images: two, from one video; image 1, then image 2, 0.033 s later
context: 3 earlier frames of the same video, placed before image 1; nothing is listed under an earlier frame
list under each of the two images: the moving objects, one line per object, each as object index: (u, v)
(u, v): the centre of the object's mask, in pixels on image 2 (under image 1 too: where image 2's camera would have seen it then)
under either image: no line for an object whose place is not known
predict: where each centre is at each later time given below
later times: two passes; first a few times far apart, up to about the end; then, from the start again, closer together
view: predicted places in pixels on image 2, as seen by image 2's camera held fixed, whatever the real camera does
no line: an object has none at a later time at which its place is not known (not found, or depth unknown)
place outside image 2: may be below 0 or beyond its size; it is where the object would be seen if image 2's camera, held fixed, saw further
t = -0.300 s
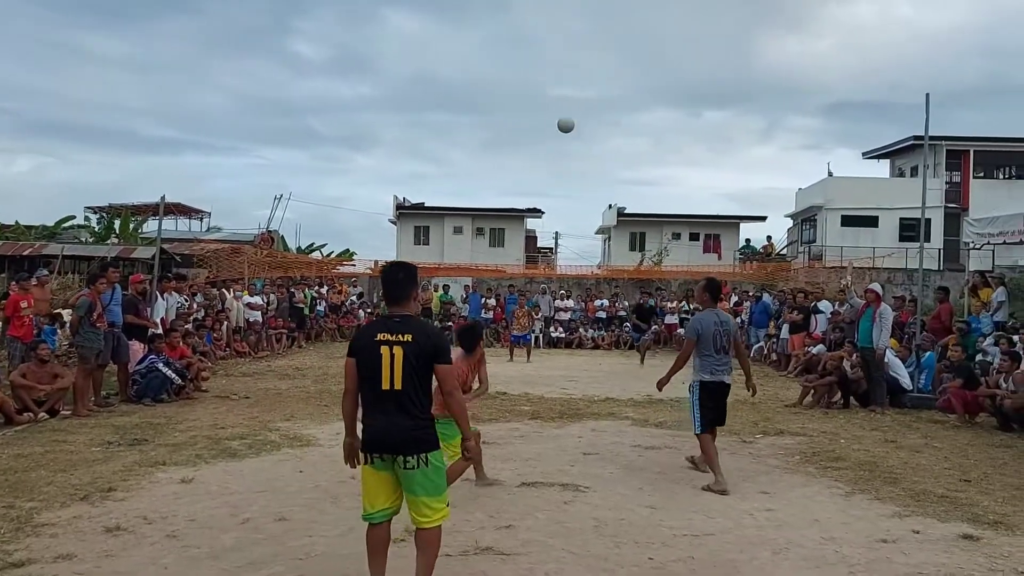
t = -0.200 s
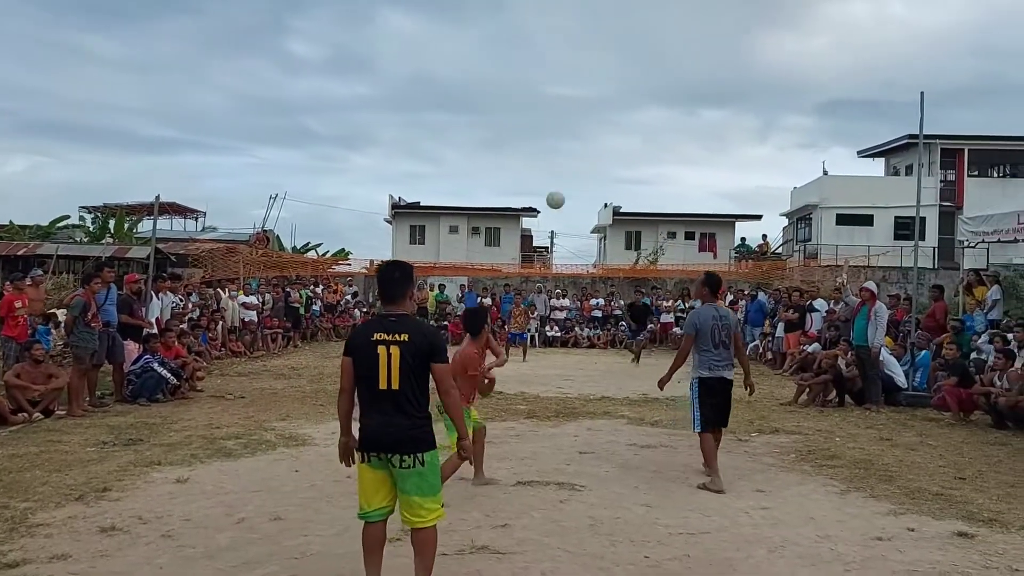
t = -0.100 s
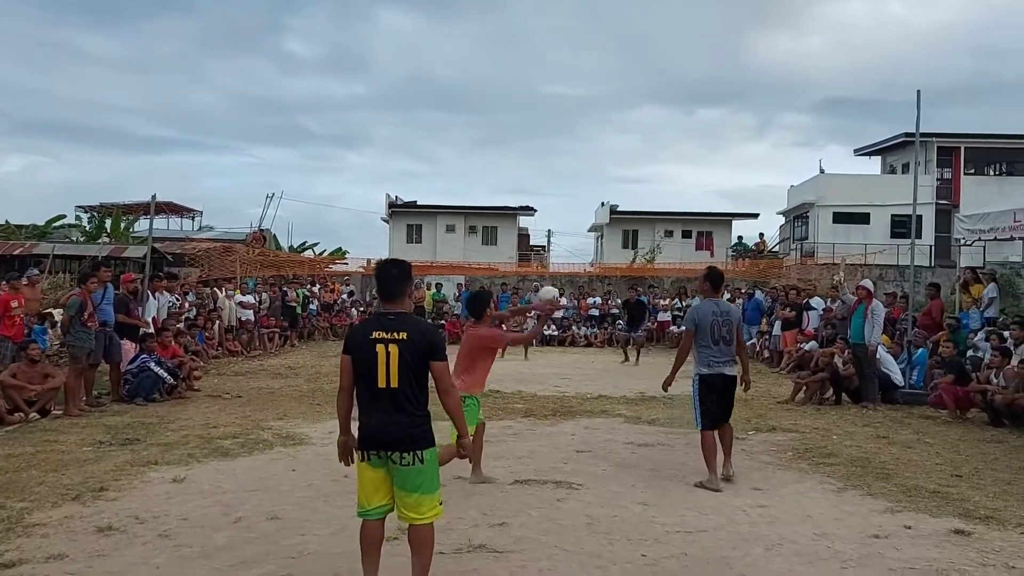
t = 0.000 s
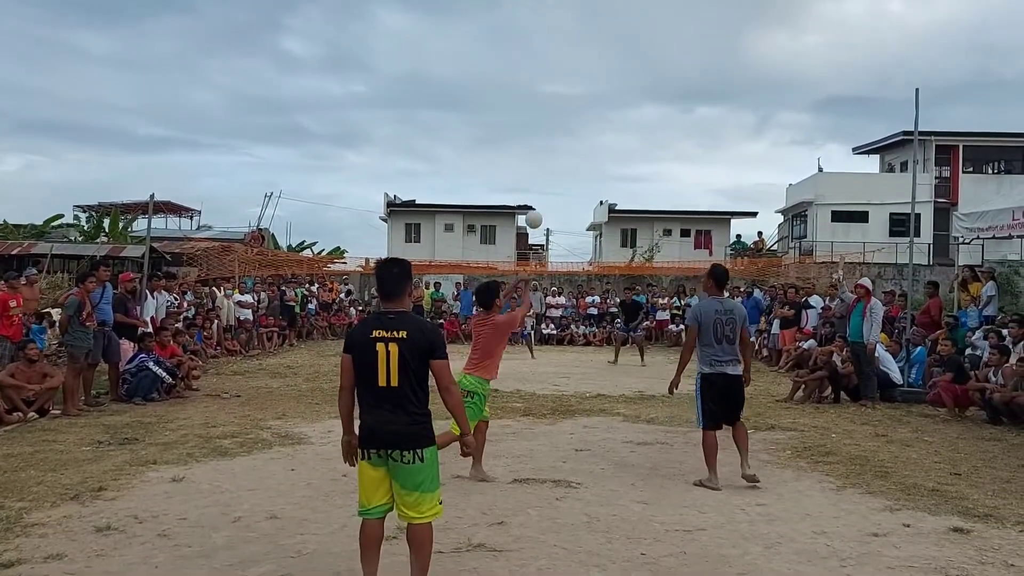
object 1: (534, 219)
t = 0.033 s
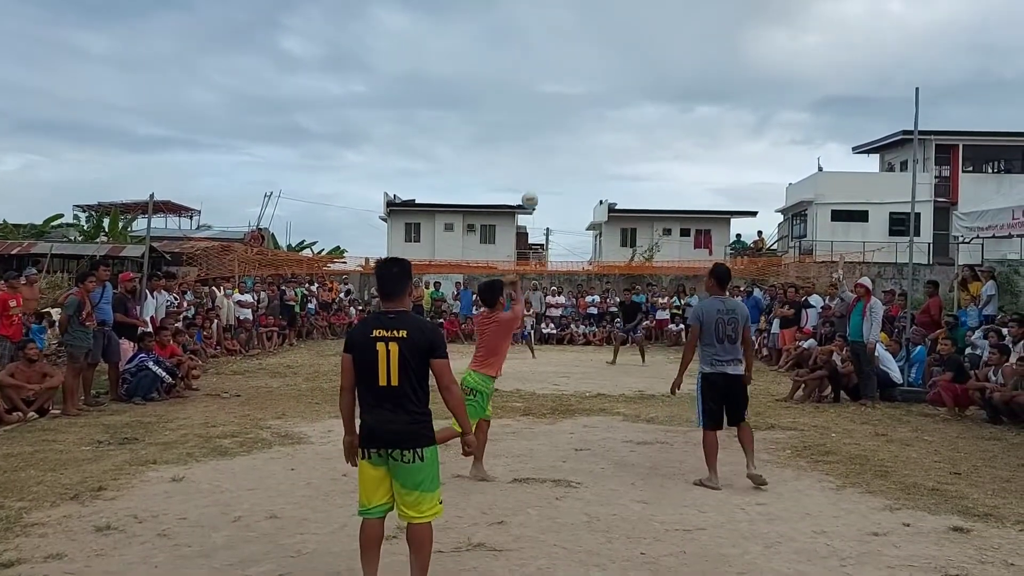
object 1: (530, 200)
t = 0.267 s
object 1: (509, 140)
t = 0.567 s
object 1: (493, 154)
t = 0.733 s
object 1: (487, 183)
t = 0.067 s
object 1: (526, 184)
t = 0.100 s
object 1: (523, 172)
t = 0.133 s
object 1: (520, 162)
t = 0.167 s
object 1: (517, 153)
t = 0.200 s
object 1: (514, 147)
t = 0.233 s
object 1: (512, 143)
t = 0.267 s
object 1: (509, 140)
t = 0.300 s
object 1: (507, 138)
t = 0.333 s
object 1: (505, 137)
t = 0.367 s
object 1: (503, 137)
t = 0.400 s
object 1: (502, 137)
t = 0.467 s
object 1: (498, 142)
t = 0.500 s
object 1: (496, 146)
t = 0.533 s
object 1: (495, 149)
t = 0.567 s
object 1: (493, 154)
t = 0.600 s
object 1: (492, 158)
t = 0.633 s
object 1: (491, 164)
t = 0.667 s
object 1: (489, 170)
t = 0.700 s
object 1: (489, 176)
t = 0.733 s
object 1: (487, 183)
